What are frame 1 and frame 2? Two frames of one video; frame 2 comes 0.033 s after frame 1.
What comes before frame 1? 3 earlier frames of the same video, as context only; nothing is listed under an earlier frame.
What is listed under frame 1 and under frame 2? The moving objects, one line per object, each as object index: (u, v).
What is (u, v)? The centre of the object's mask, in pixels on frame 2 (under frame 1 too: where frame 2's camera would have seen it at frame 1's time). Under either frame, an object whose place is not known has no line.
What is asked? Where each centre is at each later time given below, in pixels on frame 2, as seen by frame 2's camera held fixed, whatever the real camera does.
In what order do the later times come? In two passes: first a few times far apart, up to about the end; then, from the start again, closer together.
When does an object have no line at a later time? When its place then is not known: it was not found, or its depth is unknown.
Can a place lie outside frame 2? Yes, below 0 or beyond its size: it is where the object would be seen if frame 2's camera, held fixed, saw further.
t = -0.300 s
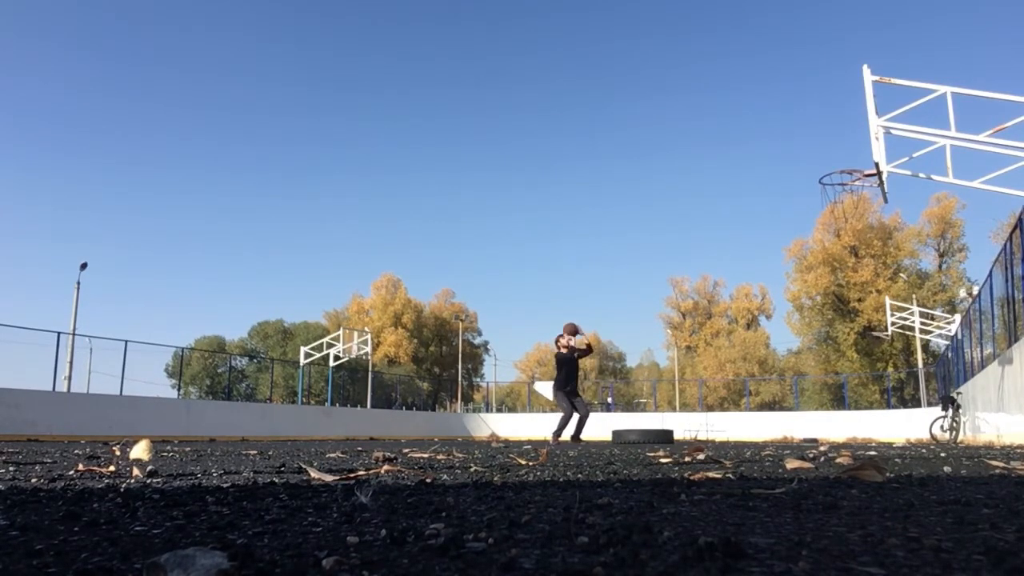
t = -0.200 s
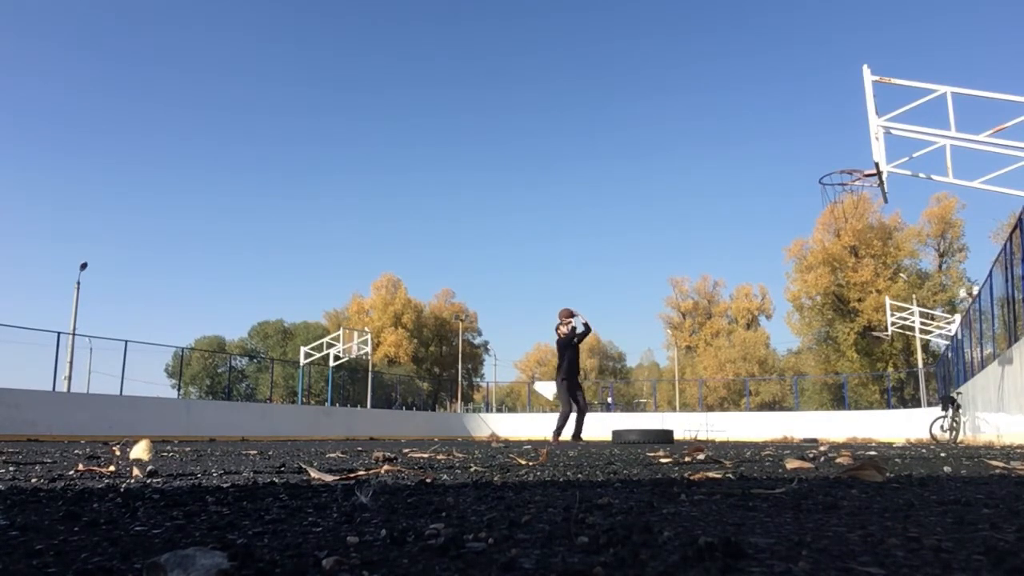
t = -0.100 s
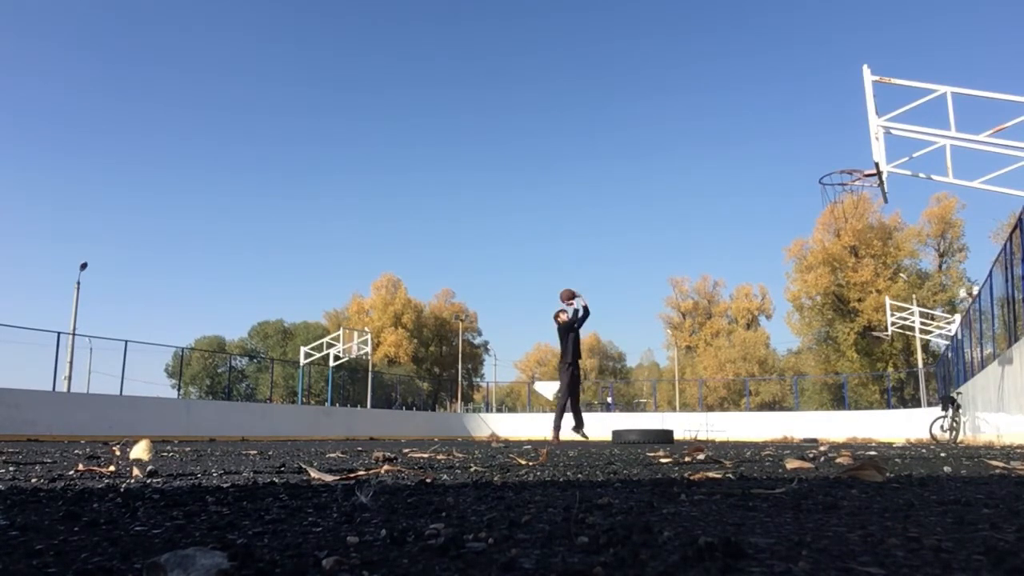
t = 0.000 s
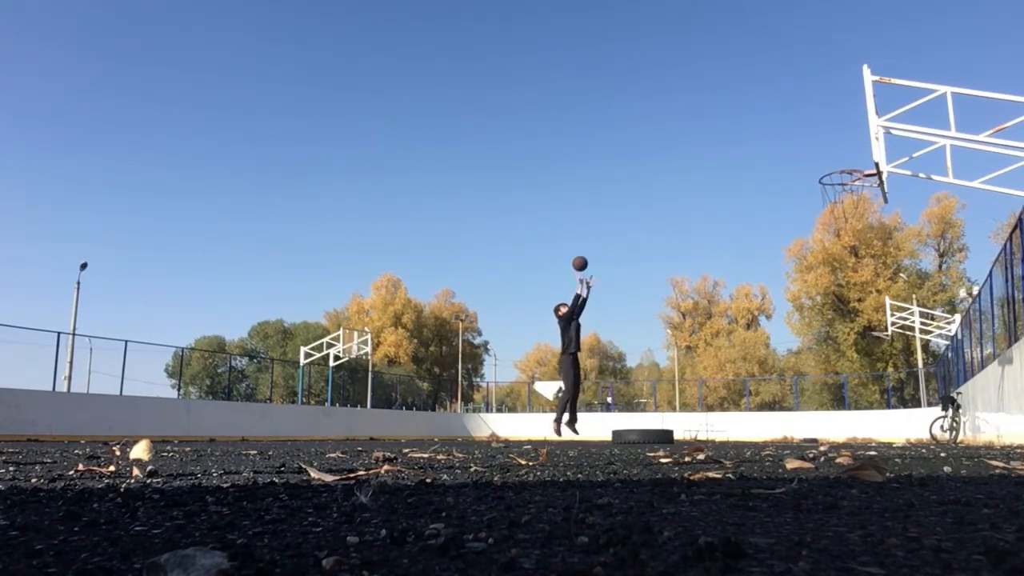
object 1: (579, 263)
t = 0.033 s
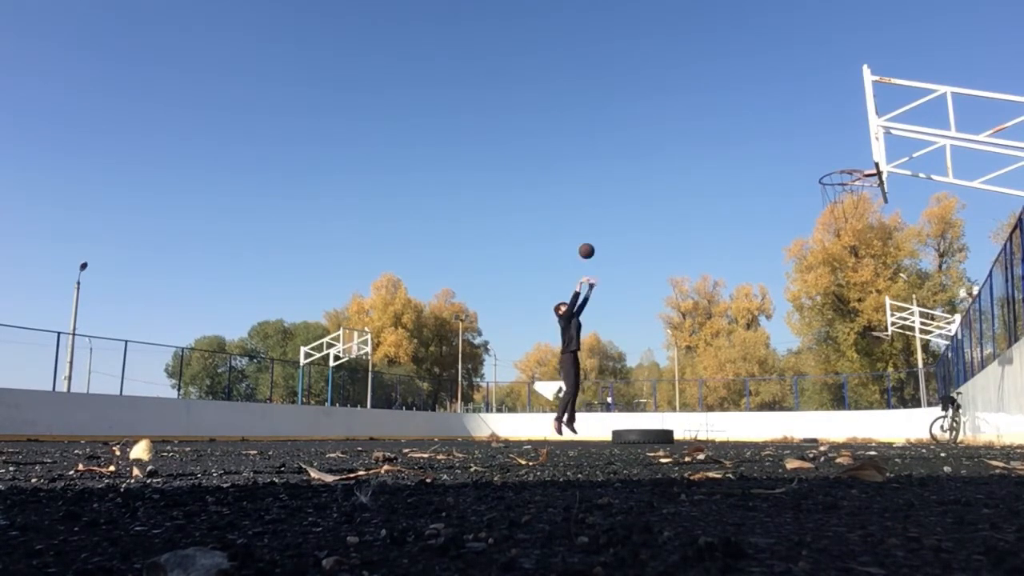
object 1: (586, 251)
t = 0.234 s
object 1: (629, 188)
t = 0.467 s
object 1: (684, 143)
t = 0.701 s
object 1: (749, 132)
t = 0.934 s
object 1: (826, 163)
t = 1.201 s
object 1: (867, 194)
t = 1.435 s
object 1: (854, 220)
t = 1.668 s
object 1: (842, 291)
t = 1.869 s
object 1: (835, 388)
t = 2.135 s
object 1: (819, 358)
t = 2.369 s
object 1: (806, 305)
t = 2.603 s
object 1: (796, 301)
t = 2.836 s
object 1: (790, 344)
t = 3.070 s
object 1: (786, 435)
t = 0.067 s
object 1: (593, 239)
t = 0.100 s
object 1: (600, 228)
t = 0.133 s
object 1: (607, 217)
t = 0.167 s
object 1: (614, 207)
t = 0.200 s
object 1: (621, 197)
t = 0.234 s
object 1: (629, 188)
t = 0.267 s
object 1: (636, 180)
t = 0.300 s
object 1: (644, 172)
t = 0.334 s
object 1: (651, 165)
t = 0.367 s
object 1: (659, 159)
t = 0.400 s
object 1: (667, 153)
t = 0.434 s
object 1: (676, 148)
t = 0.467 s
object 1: (684, 143)
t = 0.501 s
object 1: (693, 139)
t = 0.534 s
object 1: (702, 136)
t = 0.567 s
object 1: (711, 134)
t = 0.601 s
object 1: (720, 132)
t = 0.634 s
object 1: (730, 131)
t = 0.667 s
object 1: (739, 131)
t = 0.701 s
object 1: (749, 132)
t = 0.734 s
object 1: (759, 134)
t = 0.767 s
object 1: (769, 137)
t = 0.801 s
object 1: (780, 140)
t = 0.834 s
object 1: (791, 144)
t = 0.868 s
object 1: (803, 149)
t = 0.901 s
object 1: (814, 155)
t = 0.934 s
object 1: (826, 163)
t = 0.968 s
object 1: (838, 171)
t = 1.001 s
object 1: (850, 181)
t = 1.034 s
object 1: (861, 189)
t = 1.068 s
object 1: (866, 193)
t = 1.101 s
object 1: (868, 195)
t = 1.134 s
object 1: (868, 194)
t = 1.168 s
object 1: (868, 193)
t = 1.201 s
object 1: (867, 194)
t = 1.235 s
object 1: (865, 195)
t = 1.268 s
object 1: (864, 197)
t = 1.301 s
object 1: (862, 200)
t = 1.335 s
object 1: (860, 204)
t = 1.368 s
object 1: (858, 208)
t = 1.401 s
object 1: (856, 214)
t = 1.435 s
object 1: (854, 220)
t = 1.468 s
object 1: (852, 228)
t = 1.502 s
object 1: (849, 236)
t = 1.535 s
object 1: (848, 245)
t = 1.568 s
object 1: (846, 255)
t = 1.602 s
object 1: (845, 266)
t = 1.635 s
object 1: (843, 278)
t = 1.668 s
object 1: (842, 291)
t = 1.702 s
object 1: (841, 304)
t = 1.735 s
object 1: (840, 319)
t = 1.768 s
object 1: (839, 335)
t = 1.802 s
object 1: (837, 353)
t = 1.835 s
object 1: (836, 370)
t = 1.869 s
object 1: (835, 388)
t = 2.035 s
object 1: (826, 396)
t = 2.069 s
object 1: (824, 382)
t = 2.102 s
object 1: (822, 369)
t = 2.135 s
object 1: (819, 358)
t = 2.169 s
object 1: (817, 347)
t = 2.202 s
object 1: (815, 337)
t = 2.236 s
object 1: (813, 329)
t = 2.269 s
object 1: (811, 321)
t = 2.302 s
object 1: (809, 315)
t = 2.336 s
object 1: (808, 309)
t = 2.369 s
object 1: (806, 305)
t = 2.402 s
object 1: (804, 302)
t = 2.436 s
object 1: (803, 299)
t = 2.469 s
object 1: (801, 298)
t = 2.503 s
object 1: (800, 297)
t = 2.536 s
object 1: (799, 298)
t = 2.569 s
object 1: (797, 299)
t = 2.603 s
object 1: (796, 301)
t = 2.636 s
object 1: (795, 304)
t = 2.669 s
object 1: (794, 309)
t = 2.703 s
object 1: (793, 314)
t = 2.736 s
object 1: (792, 320)
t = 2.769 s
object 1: (791, 327)
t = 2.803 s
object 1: (790, 335)
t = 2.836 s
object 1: (790, 344)
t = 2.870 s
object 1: (789, 355)
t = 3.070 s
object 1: (786, 435)
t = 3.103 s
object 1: (784, 422)
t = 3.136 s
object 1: (783, 410)
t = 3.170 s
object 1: (780, 399)
